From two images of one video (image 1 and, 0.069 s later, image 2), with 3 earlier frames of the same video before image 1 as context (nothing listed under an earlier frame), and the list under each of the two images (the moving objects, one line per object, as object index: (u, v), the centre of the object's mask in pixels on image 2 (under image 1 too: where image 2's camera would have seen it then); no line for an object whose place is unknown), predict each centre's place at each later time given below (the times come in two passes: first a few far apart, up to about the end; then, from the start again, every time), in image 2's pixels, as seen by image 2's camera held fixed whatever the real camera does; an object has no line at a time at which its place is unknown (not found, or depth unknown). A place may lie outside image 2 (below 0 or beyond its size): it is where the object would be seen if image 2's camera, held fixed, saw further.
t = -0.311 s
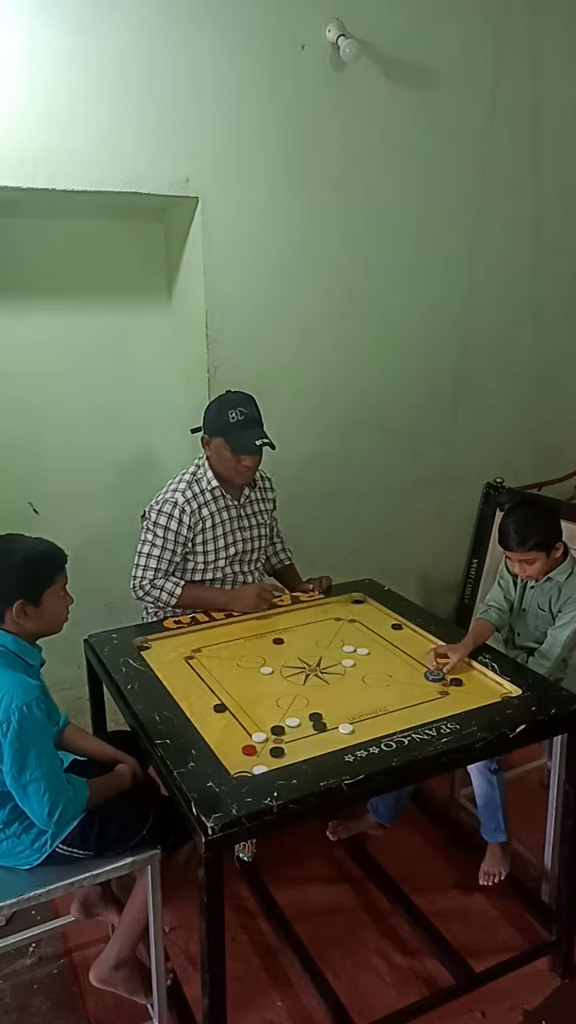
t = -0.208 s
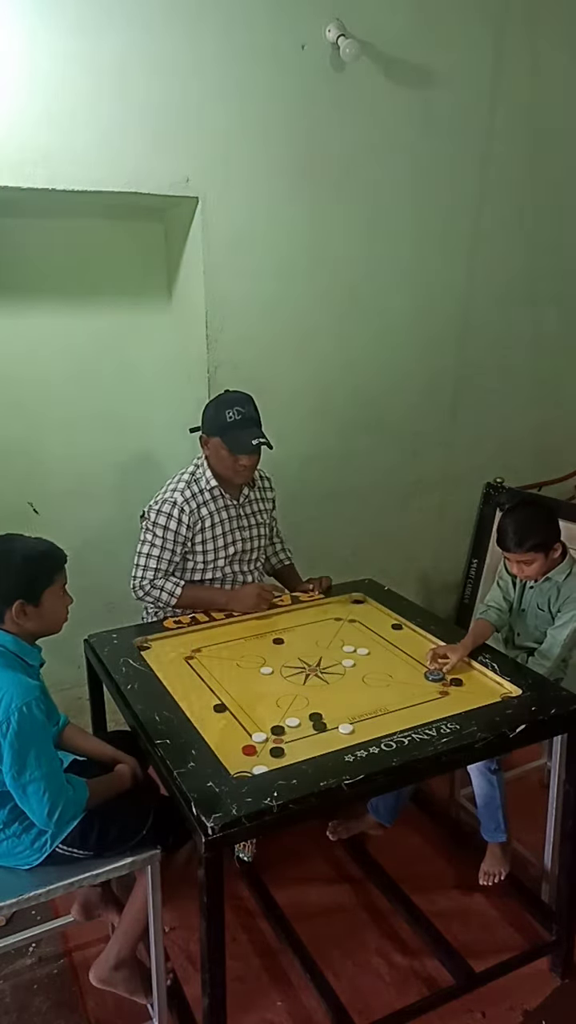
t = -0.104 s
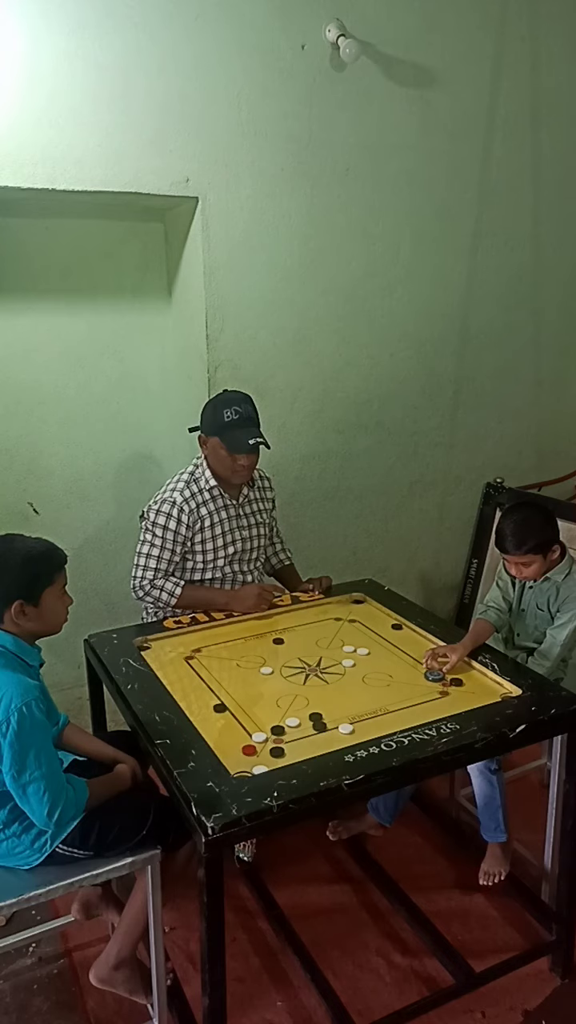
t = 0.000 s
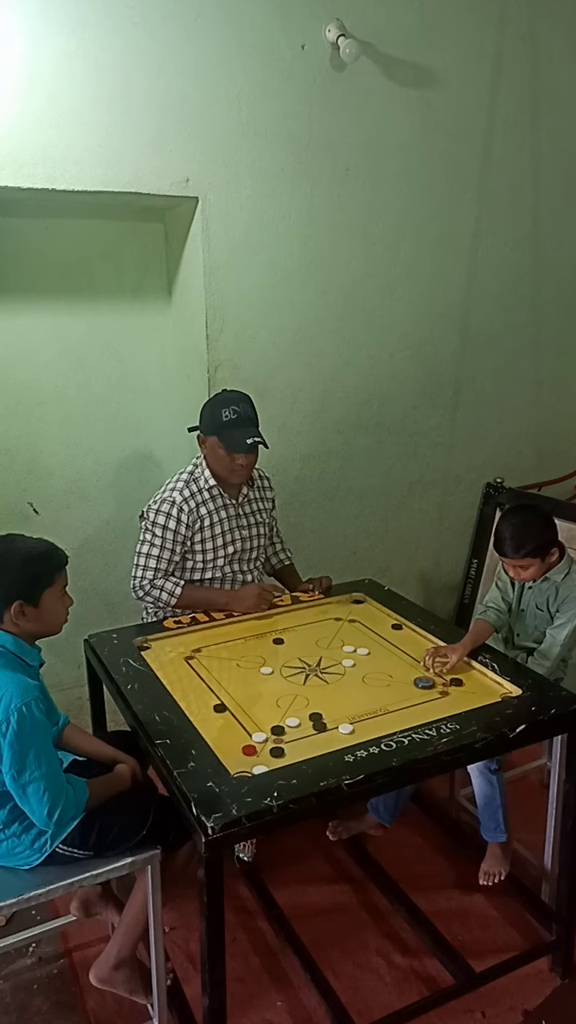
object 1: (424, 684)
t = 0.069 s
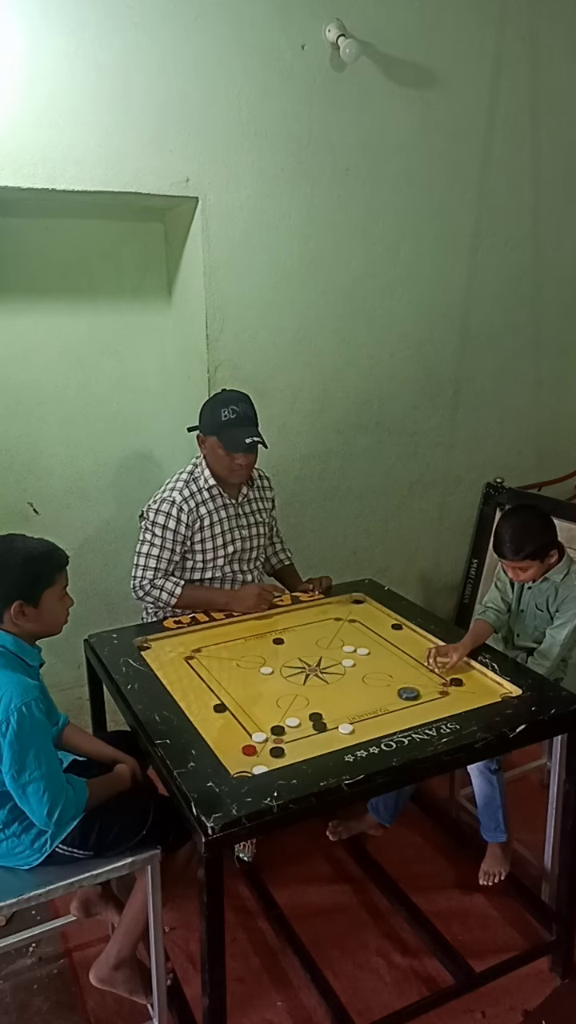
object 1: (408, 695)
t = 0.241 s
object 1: (372, 720)
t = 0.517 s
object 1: (339, 743)
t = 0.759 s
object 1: (316, 744)
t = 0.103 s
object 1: (401, 700)
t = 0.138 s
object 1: (393, 705)
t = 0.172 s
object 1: (386, 710)
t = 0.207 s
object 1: (379, 715)
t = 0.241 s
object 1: (372, 720)
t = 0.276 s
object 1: (365, 725)
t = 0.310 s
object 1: (361, 729)
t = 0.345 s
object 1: (358, 733)
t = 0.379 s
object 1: (355, 736)
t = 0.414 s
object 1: (351, 739)
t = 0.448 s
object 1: (348, 741)
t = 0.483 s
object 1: (343, 742)
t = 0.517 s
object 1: (339, 743)
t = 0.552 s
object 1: (335, 743)
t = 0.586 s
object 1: (331, 743)
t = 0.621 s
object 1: (327, 743)
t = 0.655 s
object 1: (324, 743)
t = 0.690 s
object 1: (321, 743)
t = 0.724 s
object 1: (319, 744)
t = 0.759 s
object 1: (316, 744)
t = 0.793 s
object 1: (313, 745)
